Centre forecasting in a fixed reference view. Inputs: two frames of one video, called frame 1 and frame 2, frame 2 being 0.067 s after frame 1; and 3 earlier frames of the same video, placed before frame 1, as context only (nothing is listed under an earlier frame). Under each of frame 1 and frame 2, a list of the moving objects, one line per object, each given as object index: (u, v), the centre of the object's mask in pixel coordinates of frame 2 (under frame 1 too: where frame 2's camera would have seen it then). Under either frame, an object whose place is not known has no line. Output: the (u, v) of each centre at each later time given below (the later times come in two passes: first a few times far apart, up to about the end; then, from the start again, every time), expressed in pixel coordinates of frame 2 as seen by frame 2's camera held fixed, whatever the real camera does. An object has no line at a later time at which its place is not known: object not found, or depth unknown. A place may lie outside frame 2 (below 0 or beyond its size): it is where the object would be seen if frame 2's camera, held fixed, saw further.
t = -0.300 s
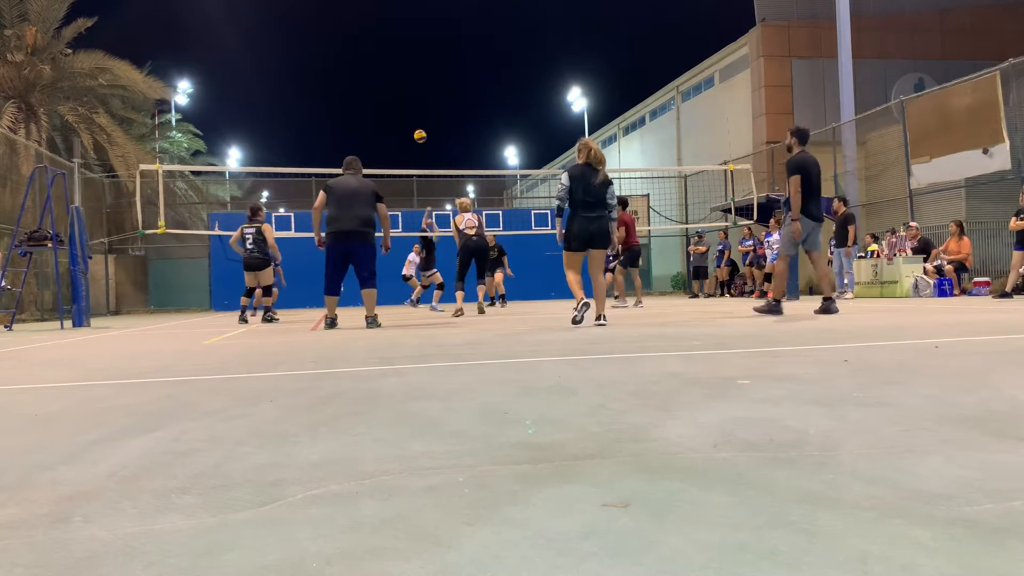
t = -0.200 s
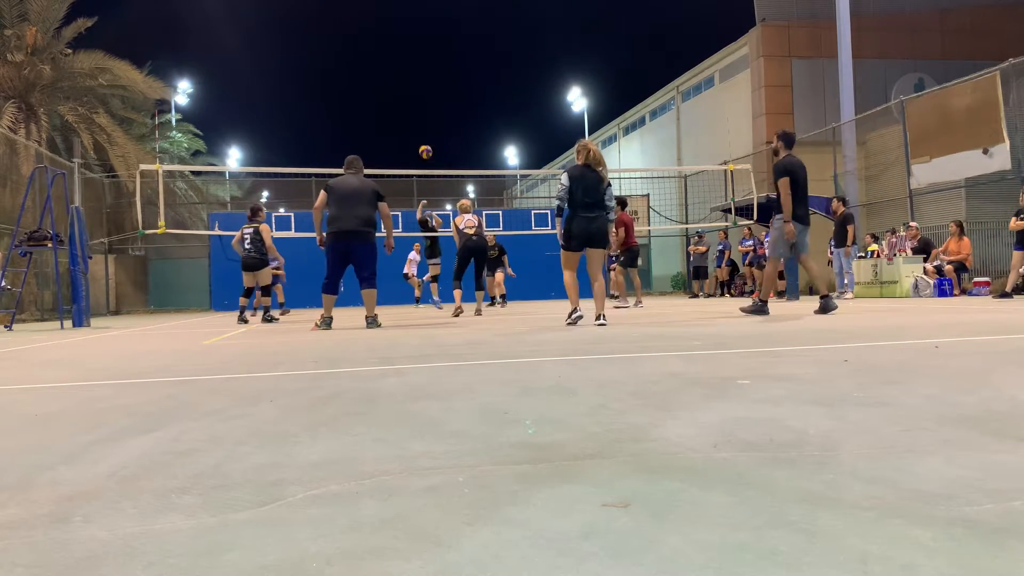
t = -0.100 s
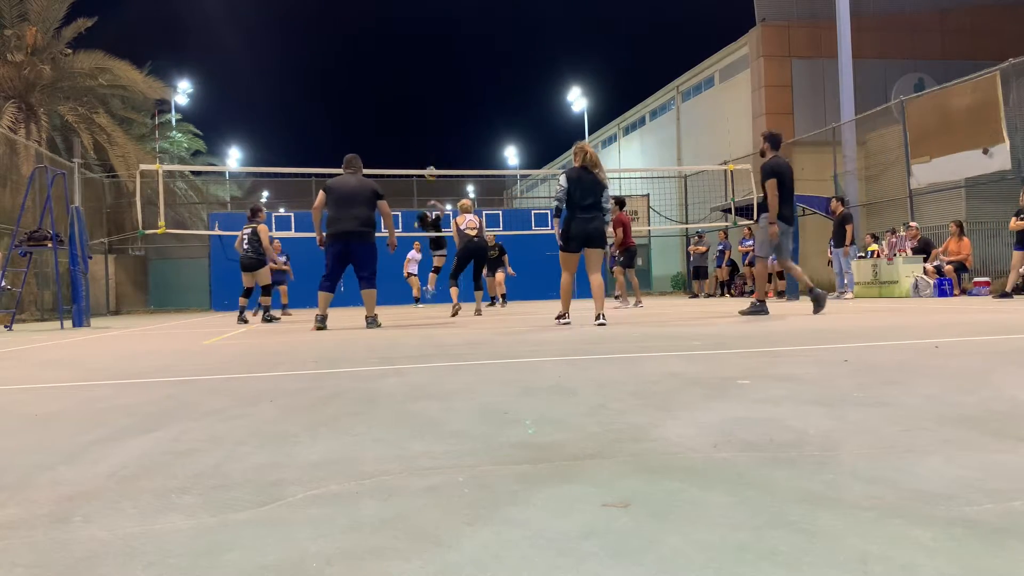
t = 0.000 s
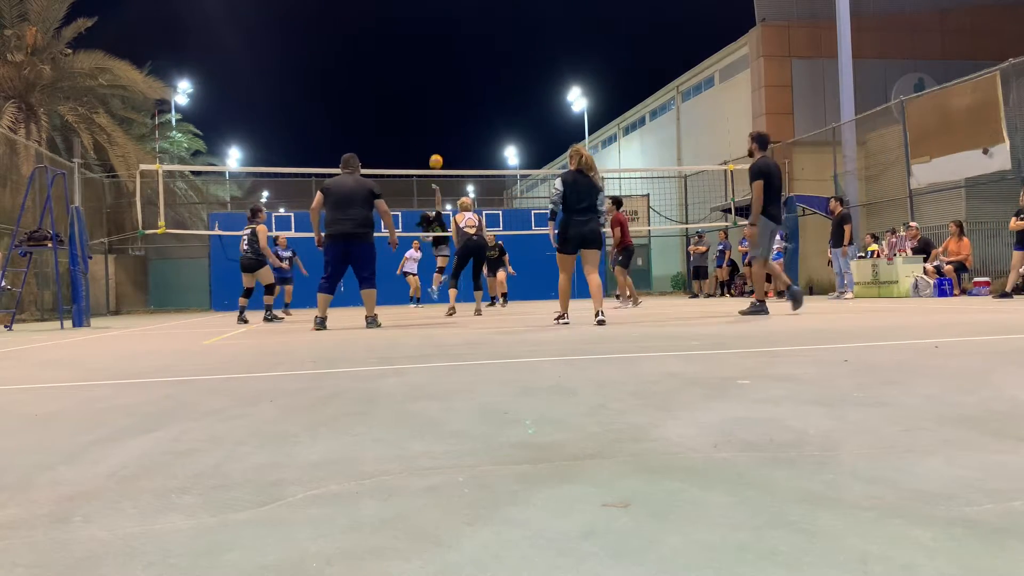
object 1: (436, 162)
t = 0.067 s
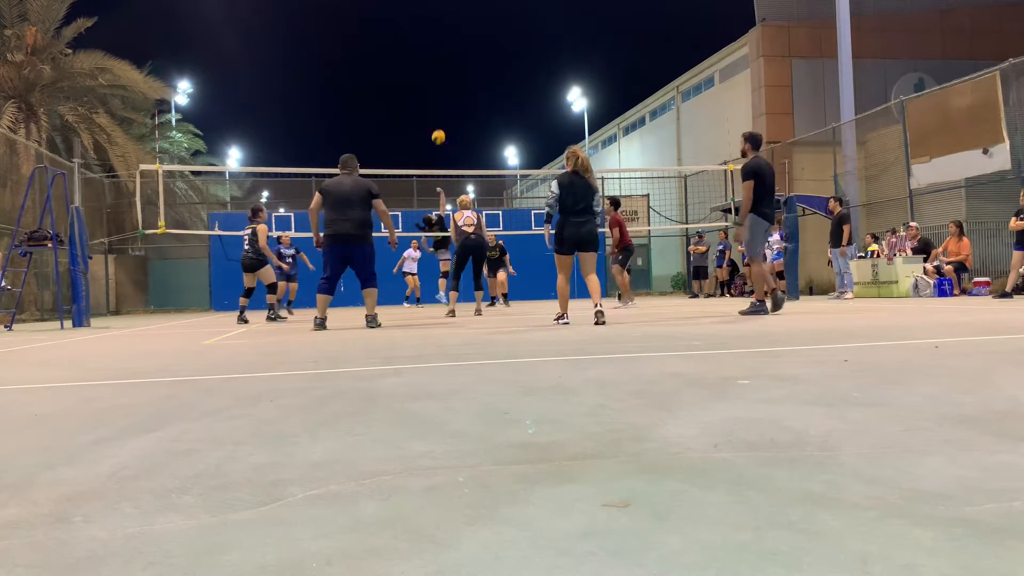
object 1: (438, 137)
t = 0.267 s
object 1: (446, 79)
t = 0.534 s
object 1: (458, 43)
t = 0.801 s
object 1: (472, 48)
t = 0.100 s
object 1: (439, 125)
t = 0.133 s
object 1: (441, 114)
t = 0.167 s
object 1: (442, 105)
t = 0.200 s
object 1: (443, 95)
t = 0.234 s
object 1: (445, 87)
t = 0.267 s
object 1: (446, 79)
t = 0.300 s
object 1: (448, 72)
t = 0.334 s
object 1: (449, 66)
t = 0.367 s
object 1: (451, 60)
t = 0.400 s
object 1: (452, 56)
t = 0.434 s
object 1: (454, 51)
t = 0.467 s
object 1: (455, 48)
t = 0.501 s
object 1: (457, 45)
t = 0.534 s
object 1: (458, 43)
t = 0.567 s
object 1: (460, 41)
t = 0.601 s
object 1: (462, 40)
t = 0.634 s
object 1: (463, 40)
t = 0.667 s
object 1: (465, 40)
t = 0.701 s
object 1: (467, 41)
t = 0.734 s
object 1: (468, 43)
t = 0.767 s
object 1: (470, 45)
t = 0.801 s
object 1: (472, 48)
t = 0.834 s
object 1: (473, 51)
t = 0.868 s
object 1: (475, 56)
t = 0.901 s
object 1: (477, 60)
